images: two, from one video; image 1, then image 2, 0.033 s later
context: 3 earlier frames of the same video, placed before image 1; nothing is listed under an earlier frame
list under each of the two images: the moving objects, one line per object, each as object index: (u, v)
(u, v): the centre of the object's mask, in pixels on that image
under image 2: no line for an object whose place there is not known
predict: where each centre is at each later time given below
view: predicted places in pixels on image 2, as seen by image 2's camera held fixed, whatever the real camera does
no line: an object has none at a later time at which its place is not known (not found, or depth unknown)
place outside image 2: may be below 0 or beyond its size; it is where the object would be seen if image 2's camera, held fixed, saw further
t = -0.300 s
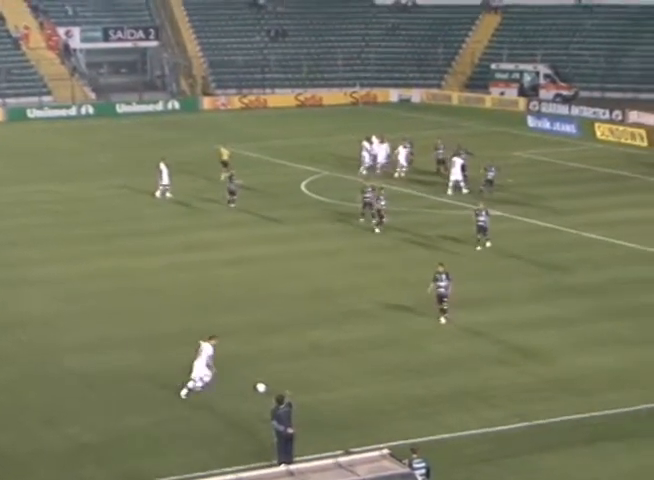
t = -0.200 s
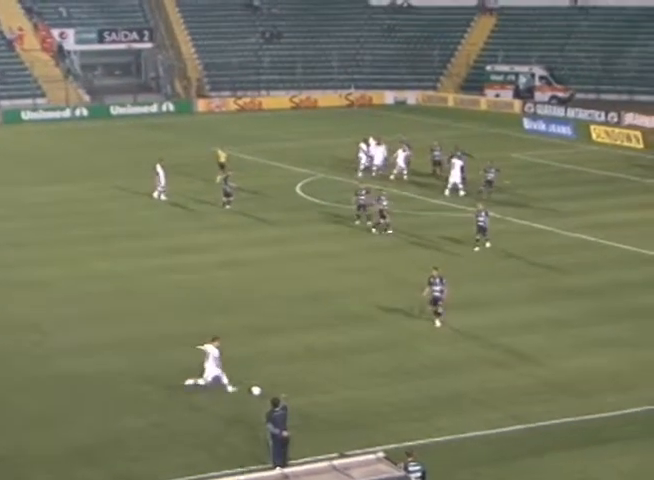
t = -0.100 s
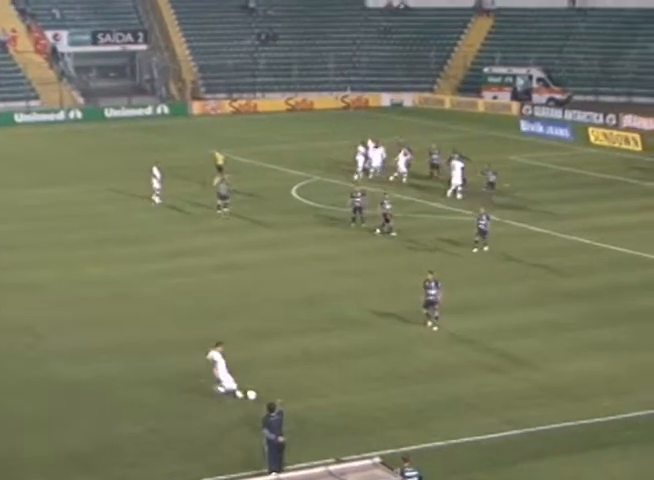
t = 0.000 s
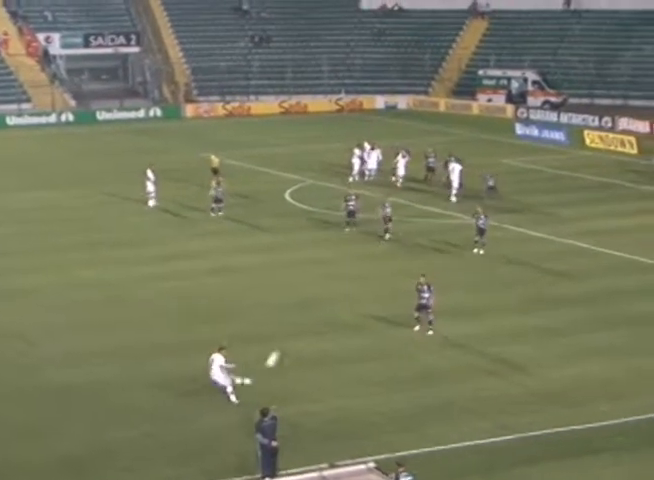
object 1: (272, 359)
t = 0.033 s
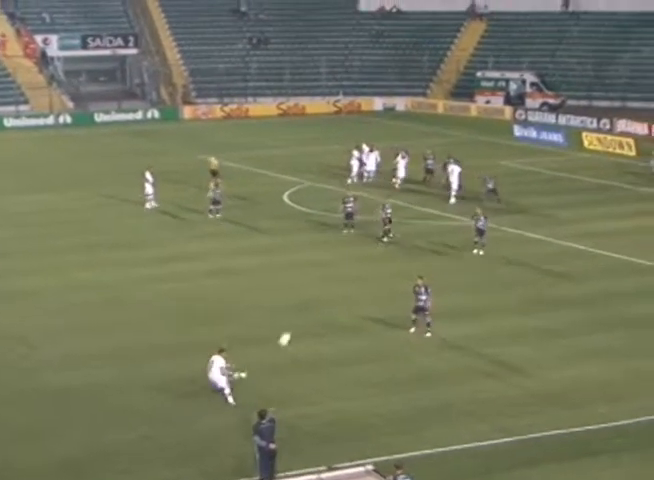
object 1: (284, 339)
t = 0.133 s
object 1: (322, 278)
